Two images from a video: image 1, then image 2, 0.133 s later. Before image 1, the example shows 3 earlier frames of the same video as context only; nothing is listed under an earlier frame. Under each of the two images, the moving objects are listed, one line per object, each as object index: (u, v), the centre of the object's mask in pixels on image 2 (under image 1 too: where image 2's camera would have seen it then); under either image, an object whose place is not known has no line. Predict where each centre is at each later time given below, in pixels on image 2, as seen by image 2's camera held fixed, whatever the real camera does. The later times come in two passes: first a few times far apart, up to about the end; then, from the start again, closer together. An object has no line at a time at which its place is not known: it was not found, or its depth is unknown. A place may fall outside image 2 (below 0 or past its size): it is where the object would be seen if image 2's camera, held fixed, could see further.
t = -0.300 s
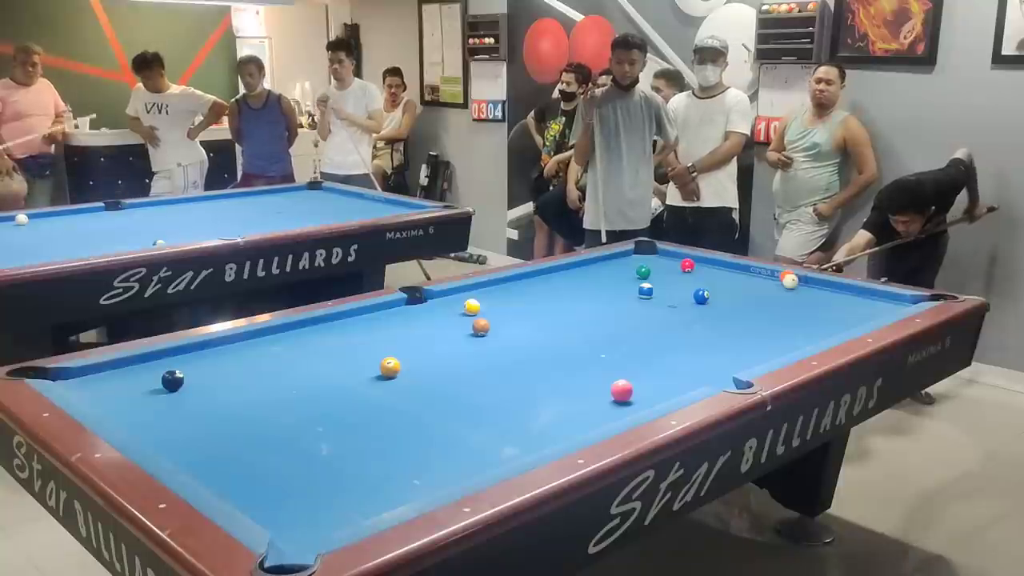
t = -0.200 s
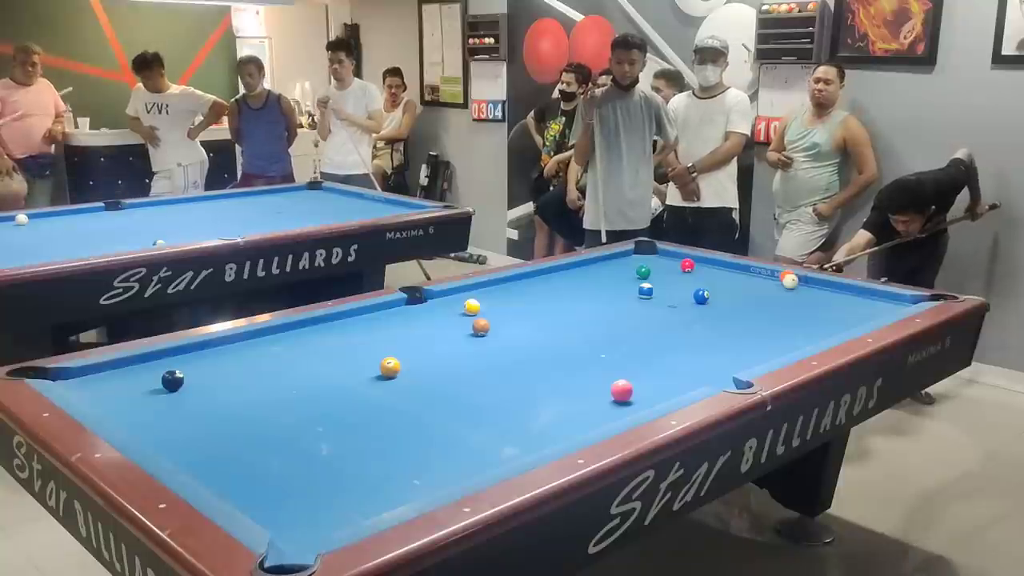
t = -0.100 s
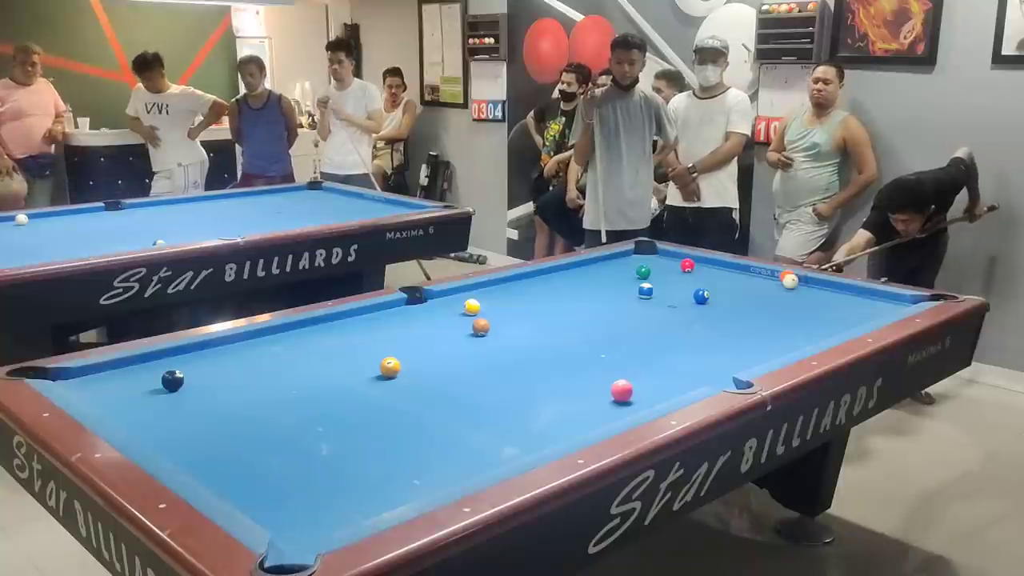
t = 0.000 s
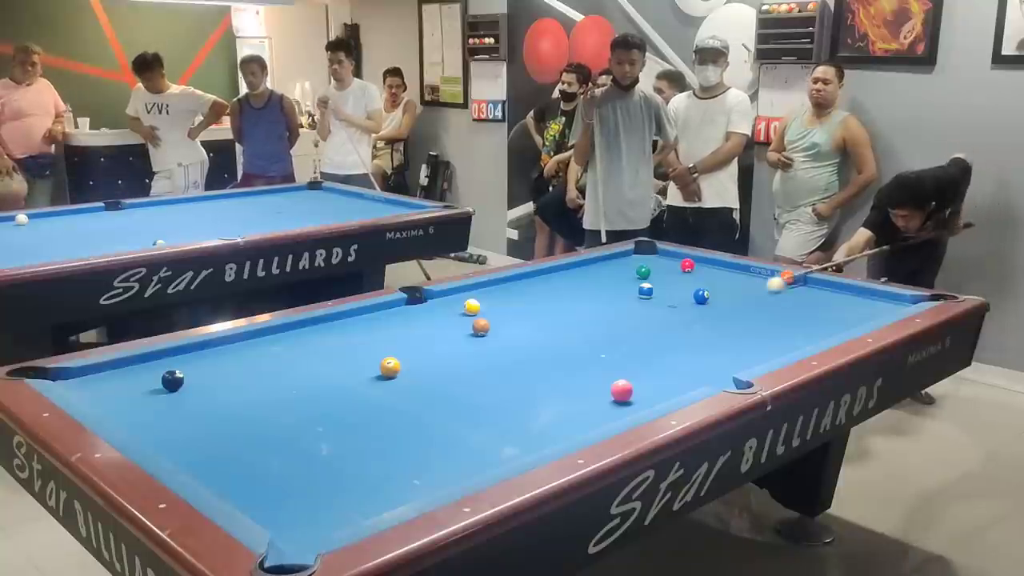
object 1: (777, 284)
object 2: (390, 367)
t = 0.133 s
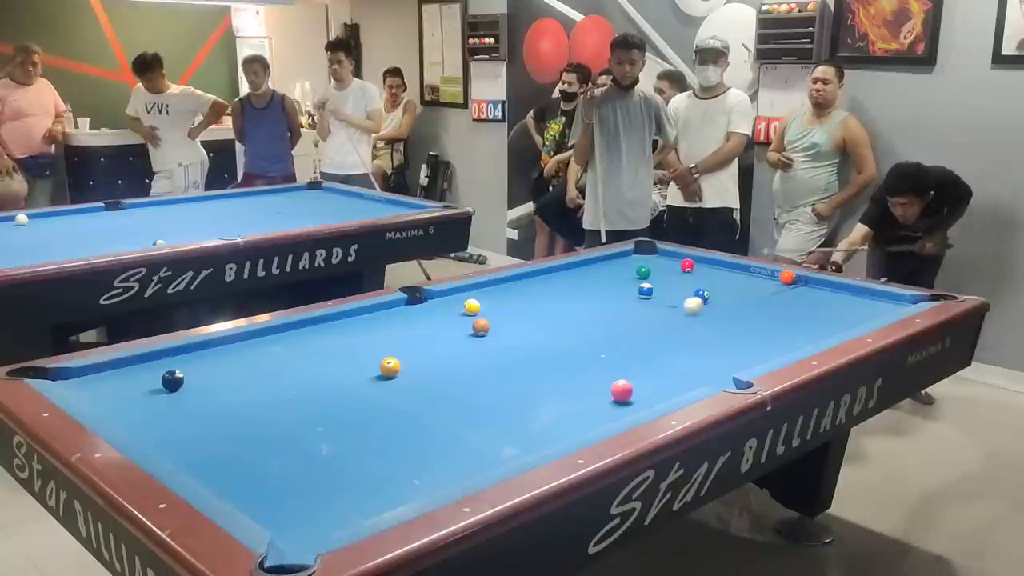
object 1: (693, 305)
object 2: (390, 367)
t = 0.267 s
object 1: (596, 330)
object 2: (390, 367)
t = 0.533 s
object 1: (334, 395)
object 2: (390, 367)
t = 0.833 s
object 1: (294, 397)
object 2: (390, 367)
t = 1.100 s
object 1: (382, 370)
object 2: (442, 350)
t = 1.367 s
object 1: (415, 360)
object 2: (511, 328)
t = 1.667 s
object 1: (448, 349)
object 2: (575, 307)
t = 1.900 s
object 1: (470, 343)
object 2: (618, 293)
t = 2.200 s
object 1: (497, 335)
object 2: (653, 277)
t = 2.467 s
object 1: (518, 329)
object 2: (673, 264)
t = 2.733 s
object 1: (536, 324)
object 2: (669, 254)
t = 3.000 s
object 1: (552, 319)
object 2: (641, 254)
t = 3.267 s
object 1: (566, 314)
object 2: (621, 256)
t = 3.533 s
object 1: (579, 310)
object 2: (616, 259)
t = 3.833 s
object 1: (591, 306)
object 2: (611, 264)
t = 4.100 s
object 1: (601, 304)
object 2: (607, 268)
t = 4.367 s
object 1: (608, 301)
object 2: (603, 271)
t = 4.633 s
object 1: (615, 299)
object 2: (600, 274)
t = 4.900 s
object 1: (620, 297)
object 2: (597, 277)
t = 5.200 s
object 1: (624, 295)
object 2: (594, 281)
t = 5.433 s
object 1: (626, 294)
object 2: (592, 283)
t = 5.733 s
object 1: (628, 294)
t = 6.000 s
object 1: (629, 293)
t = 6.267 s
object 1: (629, 294)
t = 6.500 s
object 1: (629, 293)
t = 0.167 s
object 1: (670, 311)
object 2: (390, 367)
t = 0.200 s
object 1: (647, 317)
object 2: (390, 367)
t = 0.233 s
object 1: (621, 323)
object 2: (390, 367)
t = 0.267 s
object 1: (596, 330)
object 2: (390, 367)
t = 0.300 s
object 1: (569, 337)
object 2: (390, 367)
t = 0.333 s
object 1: (541, 343)
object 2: (390, 367)
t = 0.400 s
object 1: (479, 358)
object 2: (390, 367)
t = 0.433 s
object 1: (446, 366)
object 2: (390, 367)
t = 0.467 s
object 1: (411, 376)
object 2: (390, 367)
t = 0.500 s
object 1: (373, 386)
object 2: (390, 367)
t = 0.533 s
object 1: (334, 395)
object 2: (390, 367)
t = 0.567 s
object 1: (292, 405)
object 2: (390, 367)
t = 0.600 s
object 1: (248, 416)
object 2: (390, 367)
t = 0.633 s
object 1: (201, 429)
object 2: (390, 367)
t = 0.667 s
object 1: (152, 438)
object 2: (390, 367)
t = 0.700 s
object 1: (178, 433)
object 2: (390, 367)
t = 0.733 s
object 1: (211, 422)
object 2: (390, 367)
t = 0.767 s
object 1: (241, 413)
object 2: (390, 367)
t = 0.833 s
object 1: (294, 397)
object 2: (390, 367)
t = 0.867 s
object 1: (316, 390)
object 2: (390, 367)
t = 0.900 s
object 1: (336, 384)
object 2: (390, 367)
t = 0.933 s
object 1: (355, 378)
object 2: (390, 367)
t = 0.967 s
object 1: (373, 372)
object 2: (391, 367)
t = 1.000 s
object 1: (375, 371)
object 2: (404, 362)
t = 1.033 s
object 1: (376, 372)
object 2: (418, 358)
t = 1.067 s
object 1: (379, 371)
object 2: (431, 354)
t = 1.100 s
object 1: (382, 370)
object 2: (442, 350)
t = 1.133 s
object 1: (386, 369)
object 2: (452, 347)
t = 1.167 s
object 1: (391, 367)
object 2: (461, 344)
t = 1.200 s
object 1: (395, 366)
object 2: (470, 341)
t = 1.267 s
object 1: (403, 363)
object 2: (487, 335)
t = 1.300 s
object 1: (407, 362)
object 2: (495, 333)
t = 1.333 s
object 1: (411, 361)
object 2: (503, 330)
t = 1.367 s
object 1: (415, 360)
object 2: (511, 328)
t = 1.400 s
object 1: (418, 359)
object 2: (519, 326)
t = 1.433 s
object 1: (423, 357)
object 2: (527, 323)
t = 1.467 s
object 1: (426, 356)
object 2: (534, 321)
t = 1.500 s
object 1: (430, 355)
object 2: (541, 318)
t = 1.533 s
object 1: (434, 354)
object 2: (548, 316)
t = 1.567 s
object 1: (438, 353)
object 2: (555, 313)
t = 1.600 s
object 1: (441, 352)
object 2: (562, 311)
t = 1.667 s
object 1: (448, 349)
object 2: (575, 307)
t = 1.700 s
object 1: (451, 348)
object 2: (582, 305)
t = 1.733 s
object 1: (454, 348)
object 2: (588, 303)
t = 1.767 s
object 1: (458, 346)
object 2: (594, 301)
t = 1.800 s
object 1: (461, 345)
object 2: (601, 299)
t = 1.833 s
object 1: (464, 345)
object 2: (607, 297)
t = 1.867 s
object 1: (468, 344)
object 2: (613, 295)
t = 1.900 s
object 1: (470, 343)
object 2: (618, 293)
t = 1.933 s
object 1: (474, 342)
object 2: (624, 291)
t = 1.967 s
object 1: (477, 341)
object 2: (630, 289)
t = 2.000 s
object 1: (480, 340)
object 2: (633, 288)
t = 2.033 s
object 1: (483, 339)
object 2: (636, 285)
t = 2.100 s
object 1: (489, 338)
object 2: (643, 282)
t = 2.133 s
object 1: (491, 336)
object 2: (646, 280)
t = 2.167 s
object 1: (494, 336)
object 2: (649, 278)
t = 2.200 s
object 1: (497, 335)
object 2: (653, 277)
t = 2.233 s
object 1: (499, 334)
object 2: (656, 275)
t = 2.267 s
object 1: (502, 334)
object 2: (659, 273)
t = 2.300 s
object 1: (505, 332)
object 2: (662, 271)
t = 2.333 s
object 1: (507, 332)
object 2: (665, 270)
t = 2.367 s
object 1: (510, 331)
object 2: (667, 268)
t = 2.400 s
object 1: (513, 330)
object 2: (670, 267)
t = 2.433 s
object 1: (515, 330)
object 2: (672, 265)
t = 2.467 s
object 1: (518, 329)
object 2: (673, 264)
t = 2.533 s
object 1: (523, 328)
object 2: (672, 261)
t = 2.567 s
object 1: (525, 327)
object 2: (672, 260)
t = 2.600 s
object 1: (527, 326)
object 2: (672, 258)
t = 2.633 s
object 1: (529, 325)
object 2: (672, 257)
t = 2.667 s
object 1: (531, 325)
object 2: (672, 256)
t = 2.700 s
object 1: (534, 324)
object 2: (672, 254)
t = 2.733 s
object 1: (536, 324)
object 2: (669, 254)
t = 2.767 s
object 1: (538, 323)
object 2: (666, 254)
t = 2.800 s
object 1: (540, 322)
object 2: (662, 254)
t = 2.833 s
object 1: (542, 322)
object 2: (658, 254)
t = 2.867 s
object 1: (544, 321)
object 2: (655, 254)
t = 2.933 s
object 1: (548, 320)
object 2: (648, 254)
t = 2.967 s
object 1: (551, 319)
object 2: (645, 254)
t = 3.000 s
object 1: (552, 319)
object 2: (641, 254)
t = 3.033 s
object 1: (554, 318)
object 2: (638, 254)
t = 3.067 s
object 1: (556, 317)
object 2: (634, 254)
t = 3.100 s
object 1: (558, 317)
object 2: (631, 254)
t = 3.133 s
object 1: (560, 316)
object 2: (628, 255)
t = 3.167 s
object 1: (562, 316)
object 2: (624, 254)
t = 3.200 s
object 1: (563, 315)
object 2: (623, 255)
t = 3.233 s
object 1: (565, 315)
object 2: (622, 255)
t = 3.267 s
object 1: (566, 314)
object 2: (621, 256)
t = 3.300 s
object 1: (568, 314)
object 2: (621, 256)
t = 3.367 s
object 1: (571, 313)
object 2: (619, 257)
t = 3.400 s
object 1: (573, 312)
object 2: (619, 258)
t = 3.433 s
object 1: (574, 312)
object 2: (618, 258)
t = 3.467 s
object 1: (576, 311)
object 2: (617, 258)
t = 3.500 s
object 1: (577, 311)
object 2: (617, 259)
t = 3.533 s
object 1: (579, 310)
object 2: (616, 259)
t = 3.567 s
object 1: (581, 309)
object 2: (615, 260)
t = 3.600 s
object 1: (582, 309)
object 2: (615, 260)
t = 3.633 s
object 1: (583, 309)
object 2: (614, 261)
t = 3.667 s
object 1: (585, 308)
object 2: (614, 262)
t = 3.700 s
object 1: (586, 308)
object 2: (613, 262)
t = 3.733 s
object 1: (587, 308)
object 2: (613, 262)
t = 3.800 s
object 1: (589, 307)
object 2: (612, 263)
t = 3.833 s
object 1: (591, 306)
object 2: (611, 264)
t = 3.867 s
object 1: (592, 306)
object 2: (610, 264)
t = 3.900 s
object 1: (593, 306)
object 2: (610, 265)
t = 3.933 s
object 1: (595, 305)
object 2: (609, 265)
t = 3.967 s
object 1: (596, 305)
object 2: (609, 266)
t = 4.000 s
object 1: (597, 305)
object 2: (608, 266)
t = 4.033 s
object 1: (598, 304)
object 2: (608, 267)
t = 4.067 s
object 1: (599, 304)
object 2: (607, 267)
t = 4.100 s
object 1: (601, 304)
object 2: (607, 268)
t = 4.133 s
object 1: (602, 303)
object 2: (606, 268)
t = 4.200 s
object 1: (604, 302)
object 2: (605, 269)
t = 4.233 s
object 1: (605, 302)
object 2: (605, 269)
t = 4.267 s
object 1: (606, 302)
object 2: (605, 270)
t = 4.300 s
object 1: (607, 302)
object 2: (604, 270)
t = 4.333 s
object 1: (608, 301)
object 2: (604, 271)
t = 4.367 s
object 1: (608, 301)
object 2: (603, 271)
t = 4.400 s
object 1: (609, 301)
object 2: (603, 271)
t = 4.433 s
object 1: (610, 300)
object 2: (602, 272)
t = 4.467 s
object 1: (611, 300)
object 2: (602, 272)
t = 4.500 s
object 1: (612, 300)
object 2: (601, 273)
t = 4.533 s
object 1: (612, 300)
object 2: (601, 273)
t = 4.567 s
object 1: (613, 299)
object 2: (601, 273)
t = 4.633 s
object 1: (615, 299)
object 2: (600, 274)
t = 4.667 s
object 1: (616, 299)
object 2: (600, 275)
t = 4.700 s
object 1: (616, 299)
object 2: (599, 275)
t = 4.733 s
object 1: (617, 298)
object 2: (599, 276)
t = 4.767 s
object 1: (618, 298)
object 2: (598, 276)
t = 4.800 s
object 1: (618, 298)
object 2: (598, 276)
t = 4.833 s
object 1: (619, 298)
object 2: (598, 277)
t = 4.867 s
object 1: (619, 297)
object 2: (597, 277)
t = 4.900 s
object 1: (620, 297)
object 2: (597, 277)
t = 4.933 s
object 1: (620, 297)
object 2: (597, 278)
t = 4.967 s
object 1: (621, 297)
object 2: (596, 278)
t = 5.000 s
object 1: (621, 297)
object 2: (596, 279)
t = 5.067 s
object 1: (622, 296)
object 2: (595, 279)
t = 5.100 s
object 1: (623, 296)
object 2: (595, 279)
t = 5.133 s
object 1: (623, 296)
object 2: (595, 280)
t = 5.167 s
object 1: (624, 295)
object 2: (594, 280)
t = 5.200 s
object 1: (624, 295)
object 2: (594, 281)
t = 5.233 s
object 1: (625, 295)
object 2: (594, 281)
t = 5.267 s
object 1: (625, 295)
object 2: (594, 281)
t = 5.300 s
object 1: (625, 295)
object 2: (593, 282)
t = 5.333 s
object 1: (625, 295)
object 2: (593, 282)
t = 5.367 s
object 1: (626, 295)
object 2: (593, 282)
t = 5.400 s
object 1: (626, 295)
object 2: (593, 282)
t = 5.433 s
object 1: (626, 294)
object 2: (592, 283)
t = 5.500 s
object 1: (626, 294)
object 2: (592, 283)
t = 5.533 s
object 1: (627, 294)
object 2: (592, 284)
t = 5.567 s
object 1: (627, 294)
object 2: (592, 284)
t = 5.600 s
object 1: (627, 294)
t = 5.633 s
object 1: (627, 294)
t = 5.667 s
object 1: (628, 294)
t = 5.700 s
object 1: (628, 294)
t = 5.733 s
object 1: (628, 294)
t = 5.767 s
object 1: (628, 294)
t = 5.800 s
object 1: (628, 294)
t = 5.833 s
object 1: (628, 294)
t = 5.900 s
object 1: (629, 294)
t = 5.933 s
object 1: (629, 293)
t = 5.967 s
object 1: (629, 293)
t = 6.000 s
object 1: (629, 293)
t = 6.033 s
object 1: (629, 294)
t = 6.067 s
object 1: (629, 293)
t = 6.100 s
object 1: (629, 294)
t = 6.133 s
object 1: (629, 294)
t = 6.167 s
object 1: (629, 294)
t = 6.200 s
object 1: (629, 293)
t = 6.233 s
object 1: (629, 293)
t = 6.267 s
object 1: (629, 294)
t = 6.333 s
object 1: (629, 293)
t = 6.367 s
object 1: (629, 294)
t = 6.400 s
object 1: (629, 294)
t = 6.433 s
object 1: (629, 294)
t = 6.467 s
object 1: (629, 294)
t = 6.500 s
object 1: (629, 293)
